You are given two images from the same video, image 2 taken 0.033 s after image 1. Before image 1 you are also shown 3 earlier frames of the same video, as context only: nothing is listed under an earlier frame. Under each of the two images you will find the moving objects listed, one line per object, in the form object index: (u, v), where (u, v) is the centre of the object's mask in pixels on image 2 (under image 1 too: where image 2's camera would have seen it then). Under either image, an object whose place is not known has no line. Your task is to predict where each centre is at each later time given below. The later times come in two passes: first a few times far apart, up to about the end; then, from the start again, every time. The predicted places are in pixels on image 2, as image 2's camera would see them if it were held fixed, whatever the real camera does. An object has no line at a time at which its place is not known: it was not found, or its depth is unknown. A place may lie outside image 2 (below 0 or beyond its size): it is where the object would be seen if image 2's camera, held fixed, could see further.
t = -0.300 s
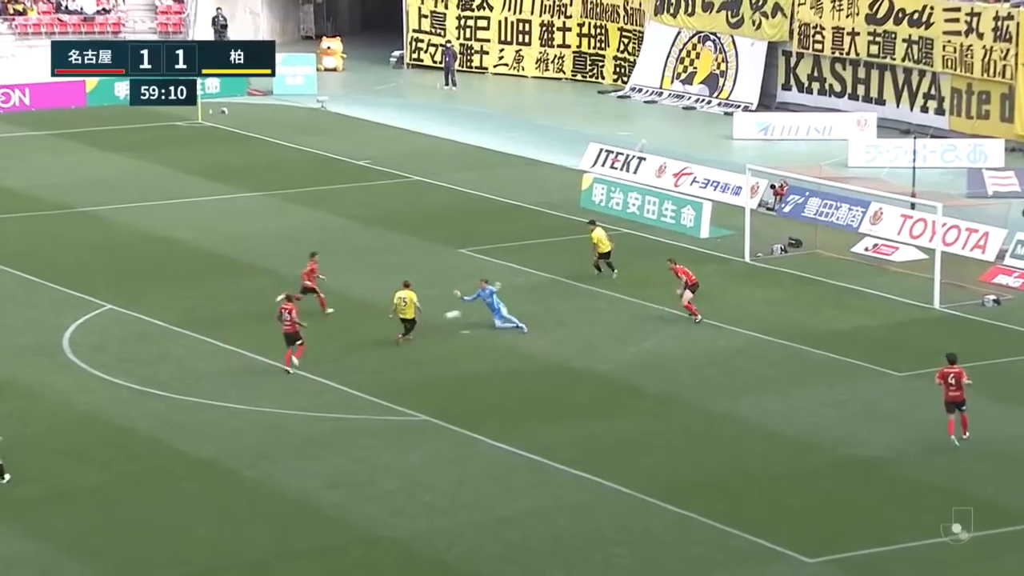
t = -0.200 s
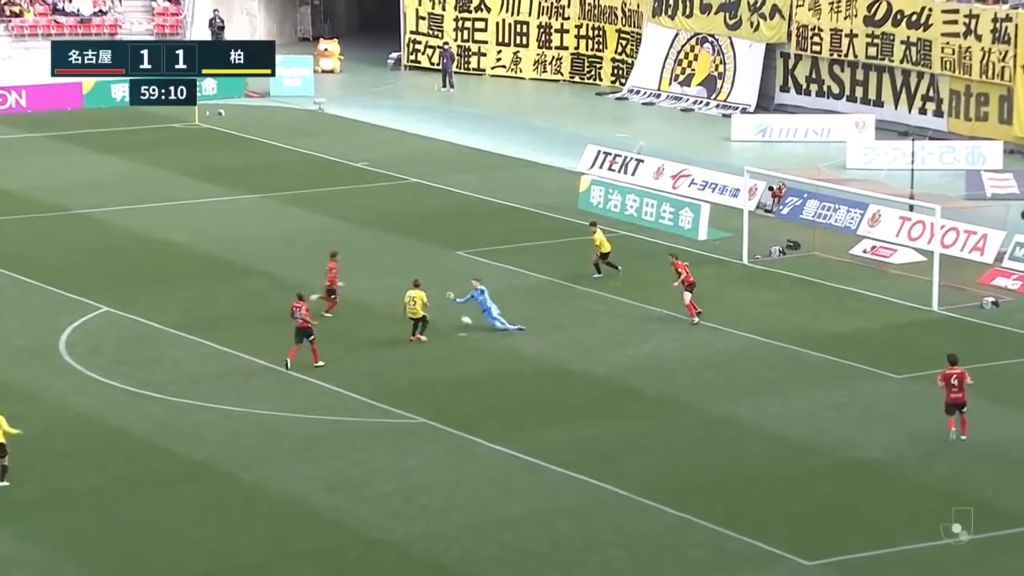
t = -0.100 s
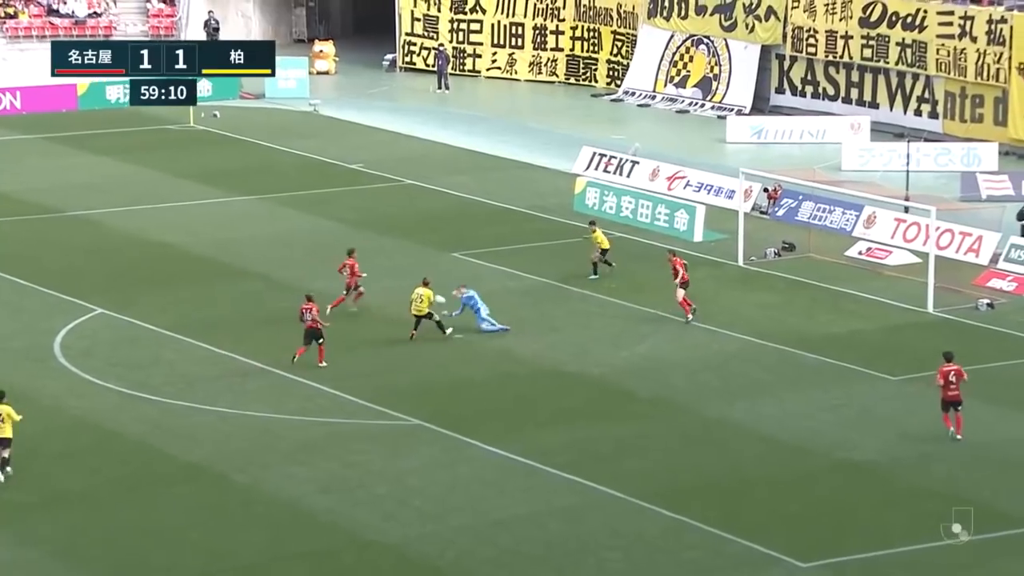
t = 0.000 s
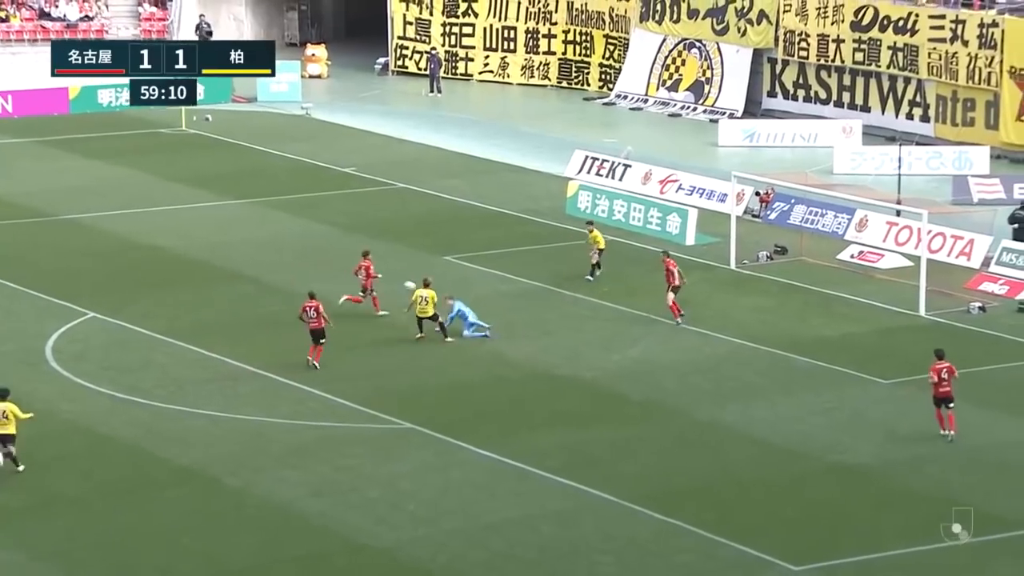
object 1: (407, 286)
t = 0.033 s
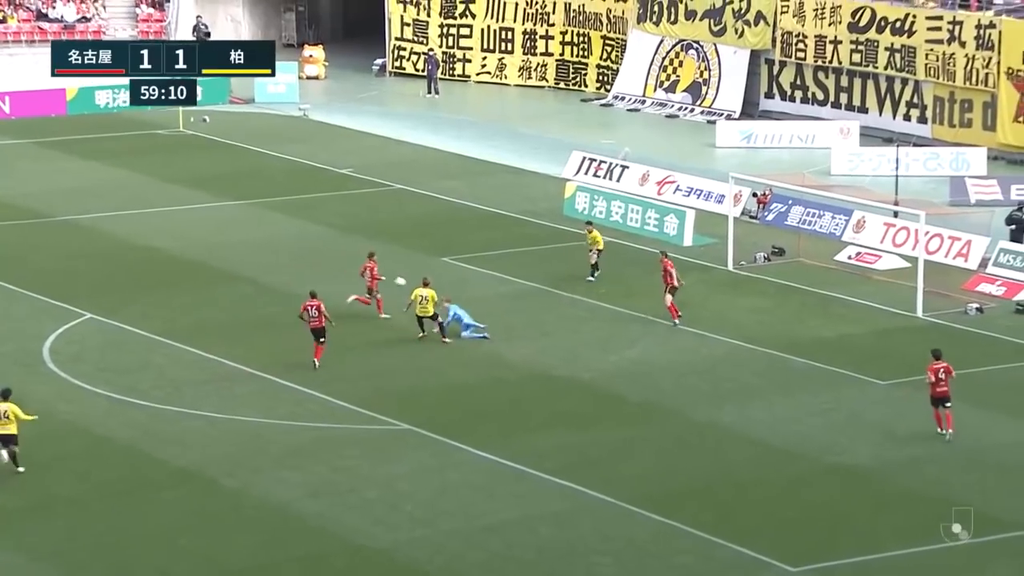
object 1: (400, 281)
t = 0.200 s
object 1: (363, 264)
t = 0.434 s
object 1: (313, 260)
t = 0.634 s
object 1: (271, 274)
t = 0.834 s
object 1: (230, 307)
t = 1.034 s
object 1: (191, 339)
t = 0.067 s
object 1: (392, 277)
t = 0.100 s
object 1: (385, 273)
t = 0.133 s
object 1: (377, 269)
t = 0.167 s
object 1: (370, 266)
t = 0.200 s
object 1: (363, 264)
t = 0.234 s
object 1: (356, 262)
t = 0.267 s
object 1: (348, 260)
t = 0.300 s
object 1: (342, 259)
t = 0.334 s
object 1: (334, 259)
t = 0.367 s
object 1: (327, 259)
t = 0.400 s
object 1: (320, 259)
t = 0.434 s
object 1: (313, 260)
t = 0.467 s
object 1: (305, 261)
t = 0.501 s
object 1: (299, 263)
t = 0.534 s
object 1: (291, 265)
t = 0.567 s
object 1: (284, 268)
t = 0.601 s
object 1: (278, 271)
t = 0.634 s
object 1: (271, 274)
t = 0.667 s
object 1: (263, 279)
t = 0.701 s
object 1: (257, 284)
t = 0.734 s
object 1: (250, 289)
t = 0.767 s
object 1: (243, 294)
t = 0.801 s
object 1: (237, 300)
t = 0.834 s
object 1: (230, 307)
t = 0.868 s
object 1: (224, 313)
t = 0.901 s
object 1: (217, 321)
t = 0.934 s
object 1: (211, 329)
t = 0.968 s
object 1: (204, 337)
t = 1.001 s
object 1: (198, 344)
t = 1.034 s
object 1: (191, 339)
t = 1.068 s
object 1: (184, 335)
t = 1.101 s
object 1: (178, 332)
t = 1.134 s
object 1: (171, 328)
